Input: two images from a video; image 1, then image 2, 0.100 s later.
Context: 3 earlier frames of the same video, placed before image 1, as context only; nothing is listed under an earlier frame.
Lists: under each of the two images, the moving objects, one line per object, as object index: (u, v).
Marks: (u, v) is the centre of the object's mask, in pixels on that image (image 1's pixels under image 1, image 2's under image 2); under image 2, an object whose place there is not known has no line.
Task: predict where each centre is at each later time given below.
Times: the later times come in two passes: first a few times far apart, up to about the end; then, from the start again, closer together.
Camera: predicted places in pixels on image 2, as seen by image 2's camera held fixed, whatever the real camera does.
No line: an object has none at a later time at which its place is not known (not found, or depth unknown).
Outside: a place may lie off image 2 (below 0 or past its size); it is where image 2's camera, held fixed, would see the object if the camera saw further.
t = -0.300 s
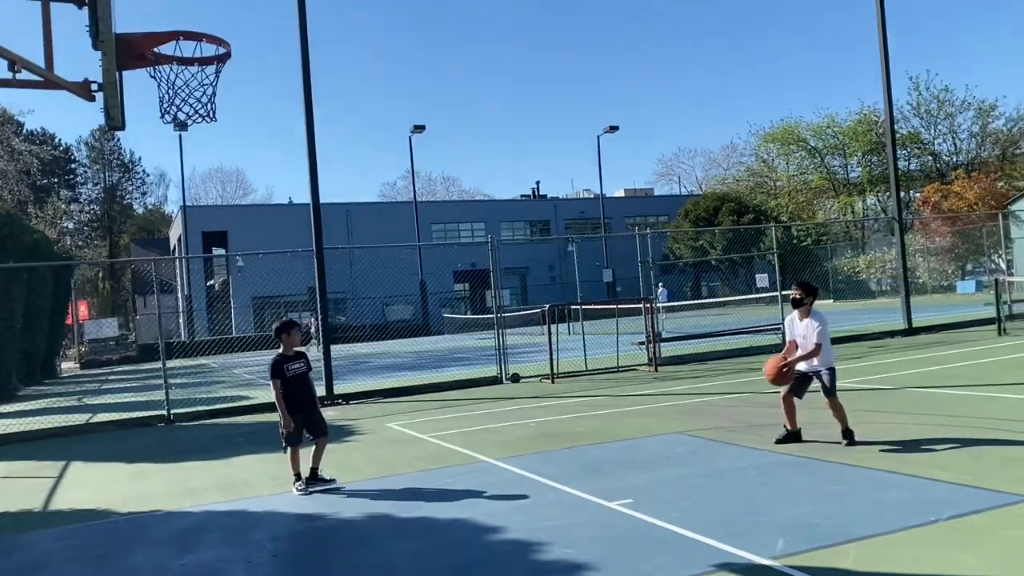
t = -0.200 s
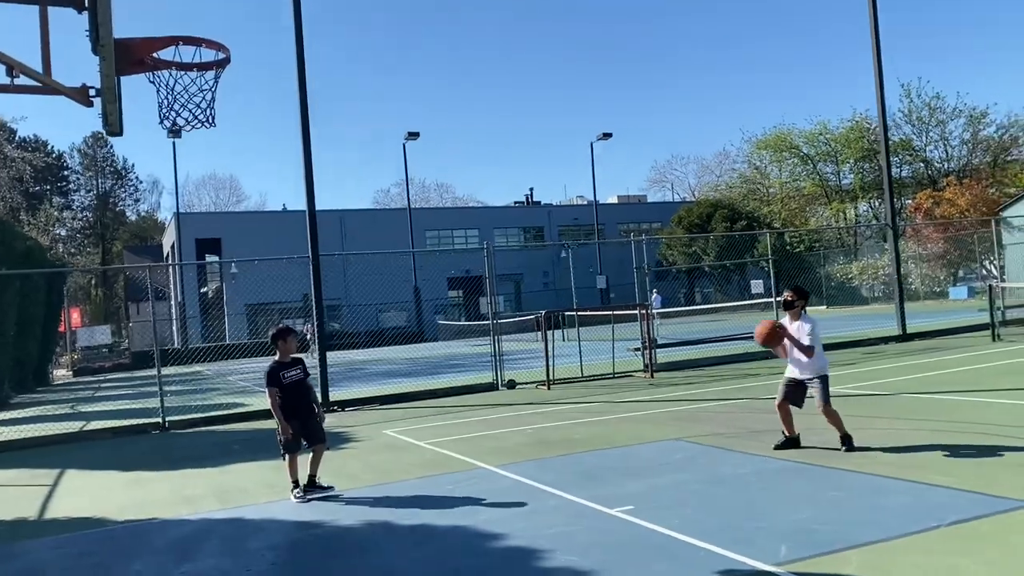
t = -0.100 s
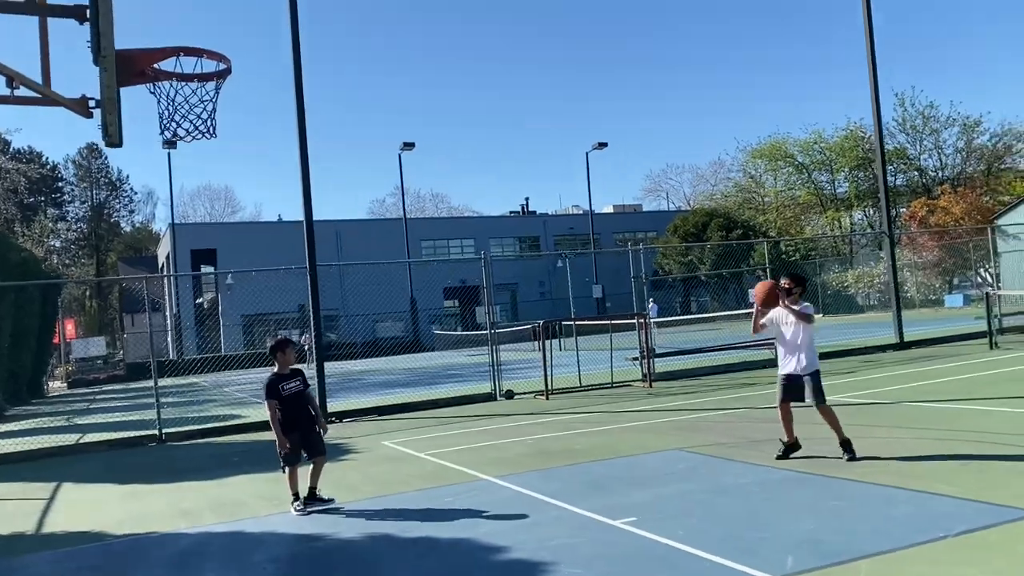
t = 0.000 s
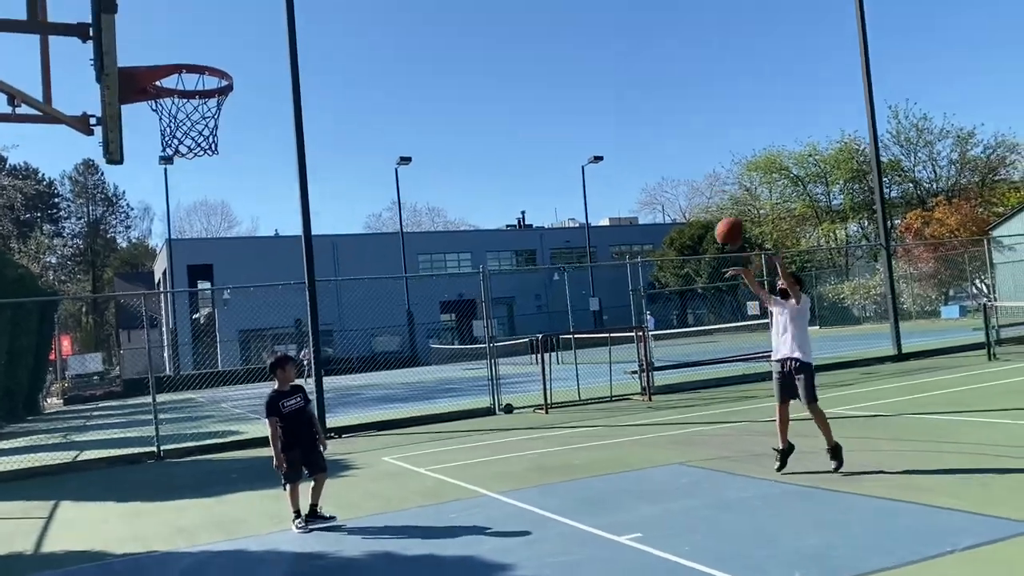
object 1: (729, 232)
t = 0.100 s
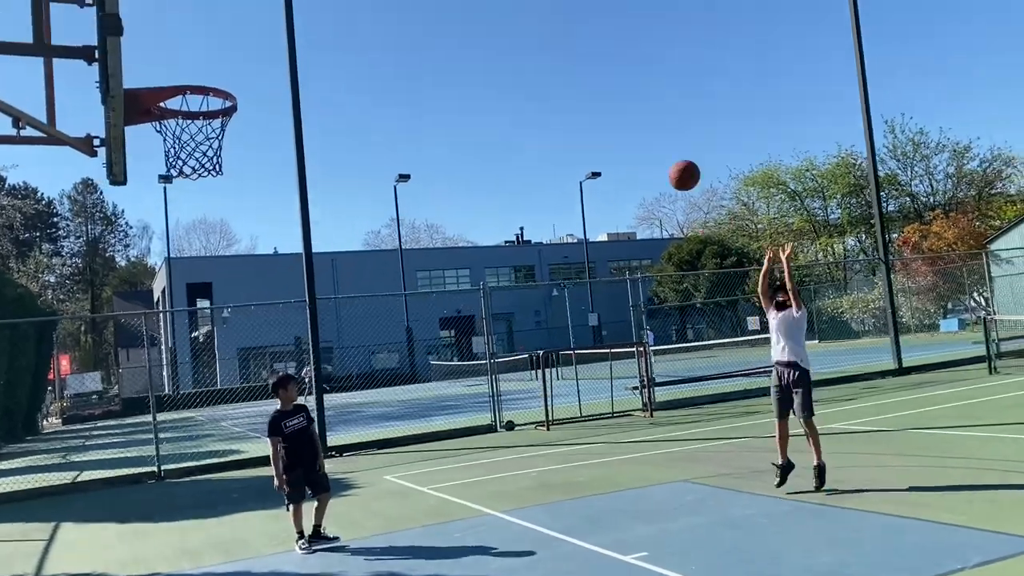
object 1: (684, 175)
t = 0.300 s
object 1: (586, 58)
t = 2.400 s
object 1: (62, 370)
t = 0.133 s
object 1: (668, 153)
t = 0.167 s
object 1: (652, 132)
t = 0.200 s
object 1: (636, 112)
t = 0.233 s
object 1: (619, 93)
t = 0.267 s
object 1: (603, 75)
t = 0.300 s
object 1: (586, 58)
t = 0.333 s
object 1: (569, 42)
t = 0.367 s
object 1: (551, 28)
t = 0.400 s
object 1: (533, 14)
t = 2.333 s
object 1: (76, 396)
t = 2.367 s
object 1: (67, 382)
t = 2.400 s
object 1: (62, 370)
